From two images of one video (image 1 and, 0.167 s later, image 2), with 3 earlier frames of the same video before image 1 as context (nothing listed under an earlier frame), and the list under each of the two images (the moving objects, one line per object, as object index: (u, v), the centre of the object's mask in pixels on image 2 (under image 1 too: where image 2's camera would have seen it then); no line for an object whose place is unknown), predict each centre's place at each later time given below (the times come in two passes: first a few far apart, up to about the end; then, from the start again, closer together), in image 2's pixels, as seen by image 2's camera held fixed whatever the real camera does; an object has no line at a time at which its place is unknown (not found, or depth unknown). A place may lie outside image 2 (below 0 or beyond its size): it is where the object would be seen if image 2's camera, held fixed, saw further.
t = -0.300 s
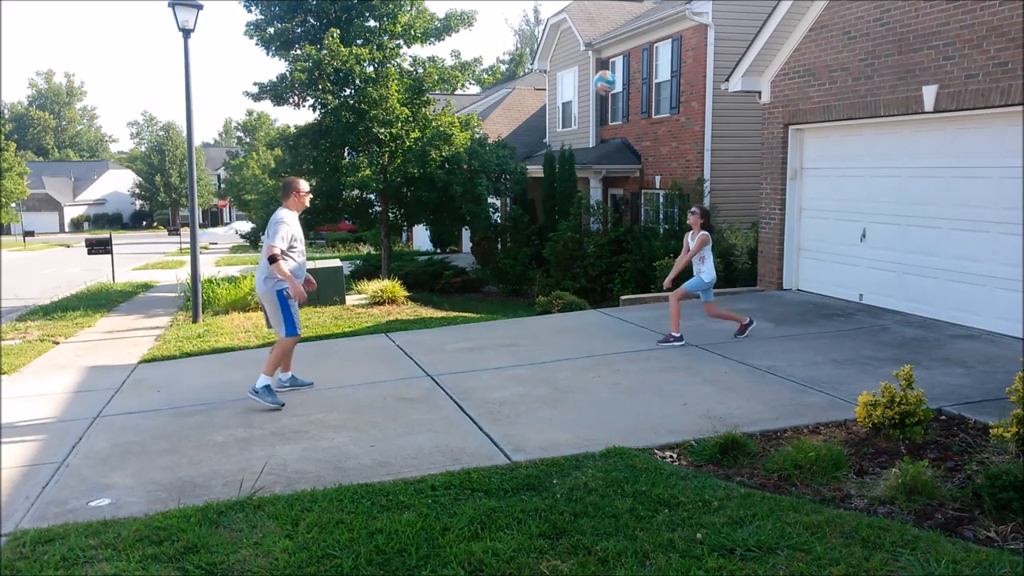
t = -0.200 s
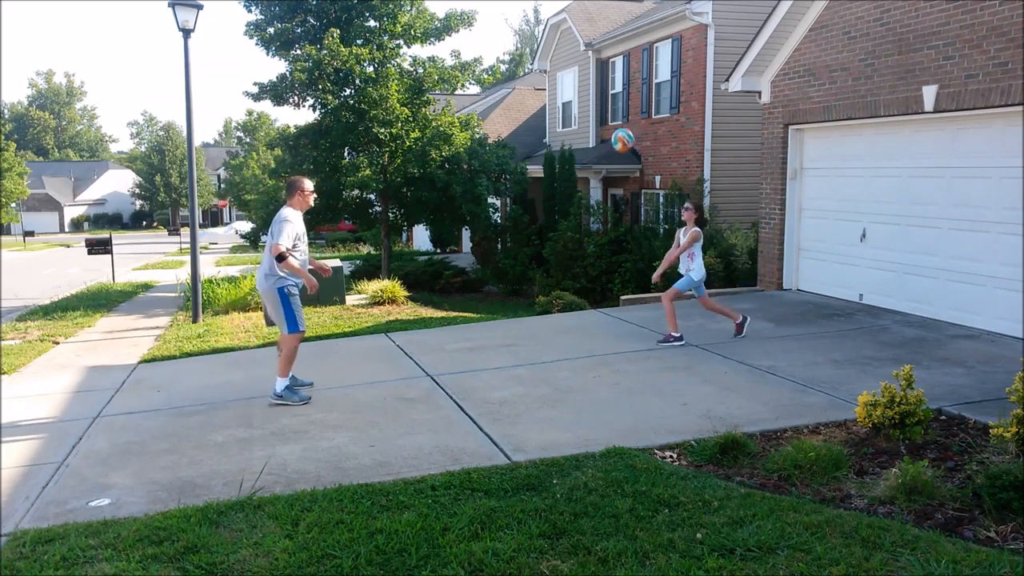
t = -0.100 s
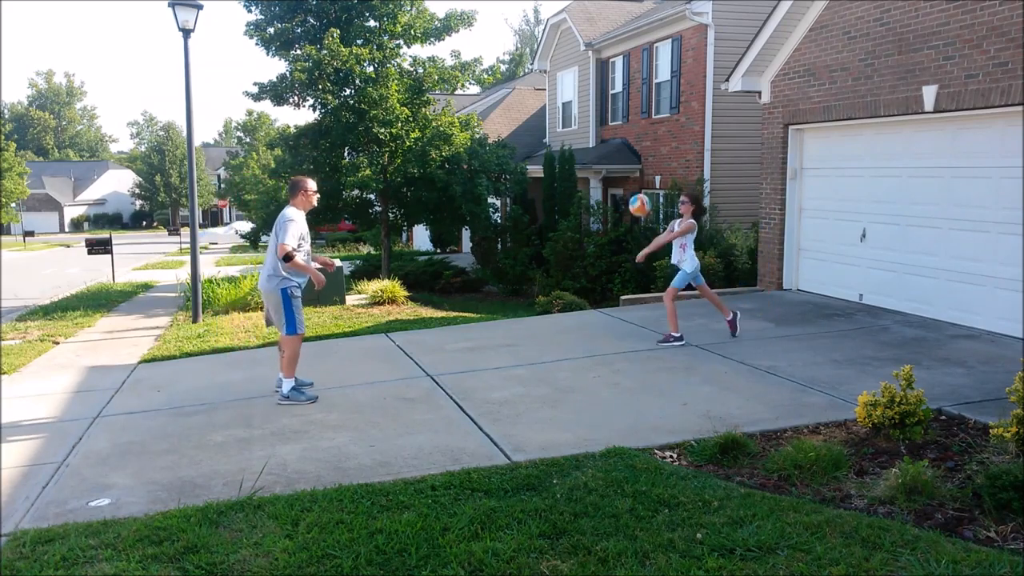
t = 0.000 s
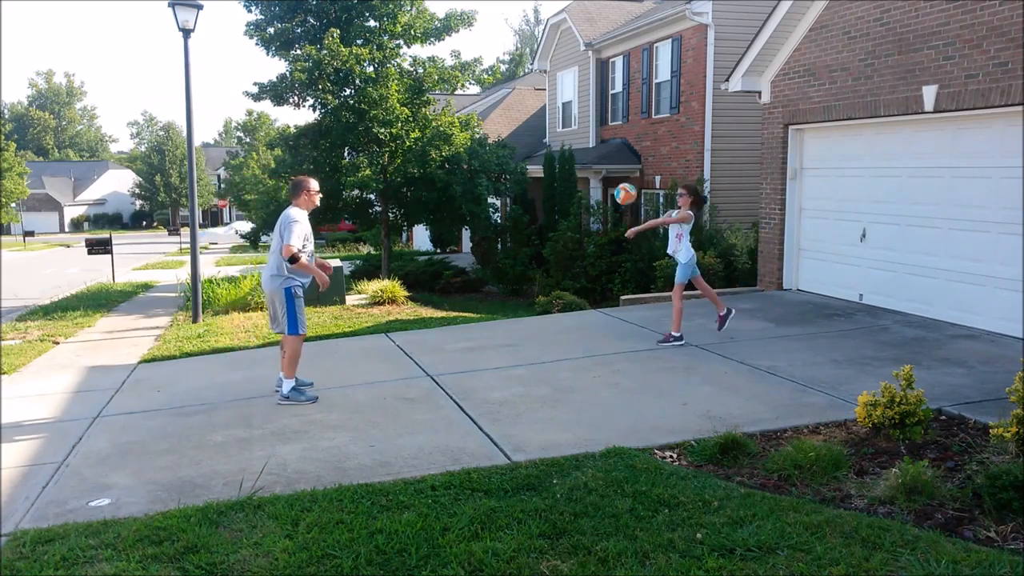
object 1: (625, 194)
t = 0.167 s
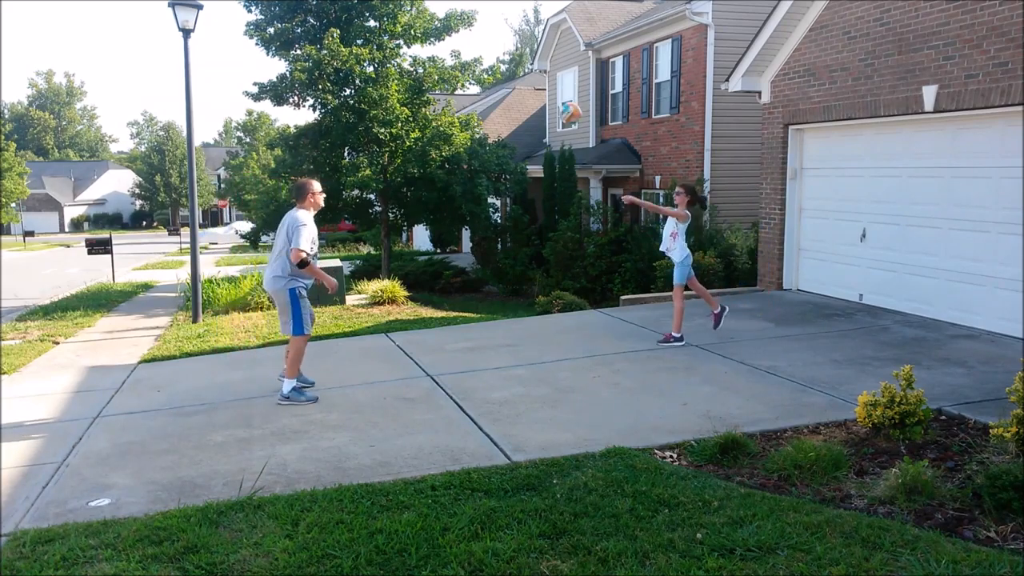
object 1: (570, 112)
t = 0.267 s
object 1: (538, 78)
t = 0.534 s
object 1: (444, 29)
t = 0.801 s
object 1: (348, 61)
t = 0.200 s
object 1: (558, 100)
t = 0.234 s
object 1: (548, 88)
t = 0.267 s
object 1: (538, 78)
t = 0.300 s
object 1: (525, 67)
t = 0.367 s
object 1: (502, 52)
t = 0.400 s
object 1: (489, 46)
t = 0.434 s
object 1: (478, 40)
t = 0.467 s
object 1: (466, 36)
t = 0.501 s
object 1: (456, 31)
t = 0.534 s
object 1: (444, 29)
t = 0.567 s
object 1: (433, 28)
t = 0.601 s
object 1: (420, 29)
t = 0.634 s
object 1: (408, 32)
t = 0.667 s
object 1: (396, 35)
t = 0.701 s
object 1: (384, 39)
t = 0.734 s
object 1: (372, 45)
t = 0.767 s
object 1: (360, 52)
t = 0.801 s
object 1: (348, 61)
